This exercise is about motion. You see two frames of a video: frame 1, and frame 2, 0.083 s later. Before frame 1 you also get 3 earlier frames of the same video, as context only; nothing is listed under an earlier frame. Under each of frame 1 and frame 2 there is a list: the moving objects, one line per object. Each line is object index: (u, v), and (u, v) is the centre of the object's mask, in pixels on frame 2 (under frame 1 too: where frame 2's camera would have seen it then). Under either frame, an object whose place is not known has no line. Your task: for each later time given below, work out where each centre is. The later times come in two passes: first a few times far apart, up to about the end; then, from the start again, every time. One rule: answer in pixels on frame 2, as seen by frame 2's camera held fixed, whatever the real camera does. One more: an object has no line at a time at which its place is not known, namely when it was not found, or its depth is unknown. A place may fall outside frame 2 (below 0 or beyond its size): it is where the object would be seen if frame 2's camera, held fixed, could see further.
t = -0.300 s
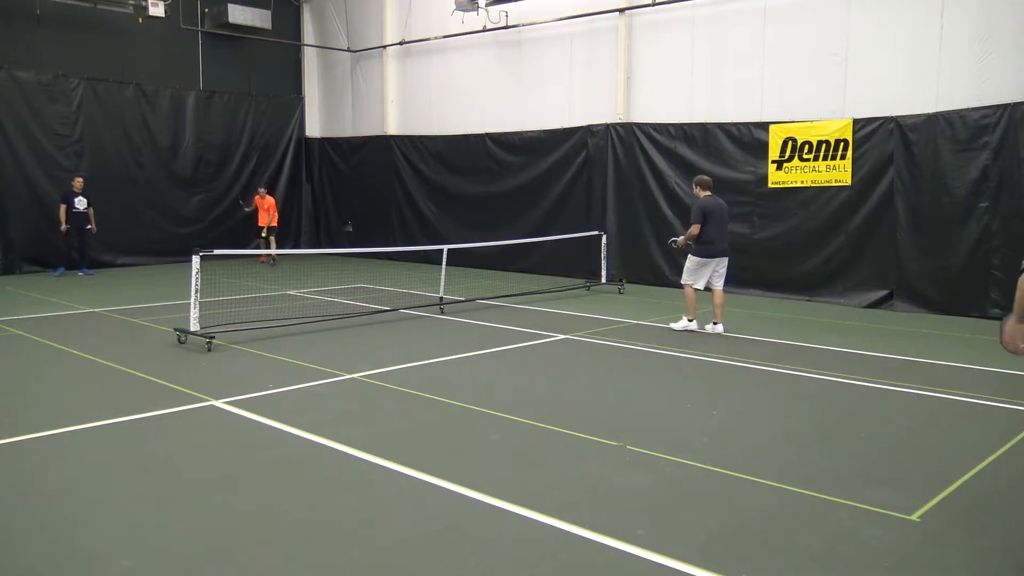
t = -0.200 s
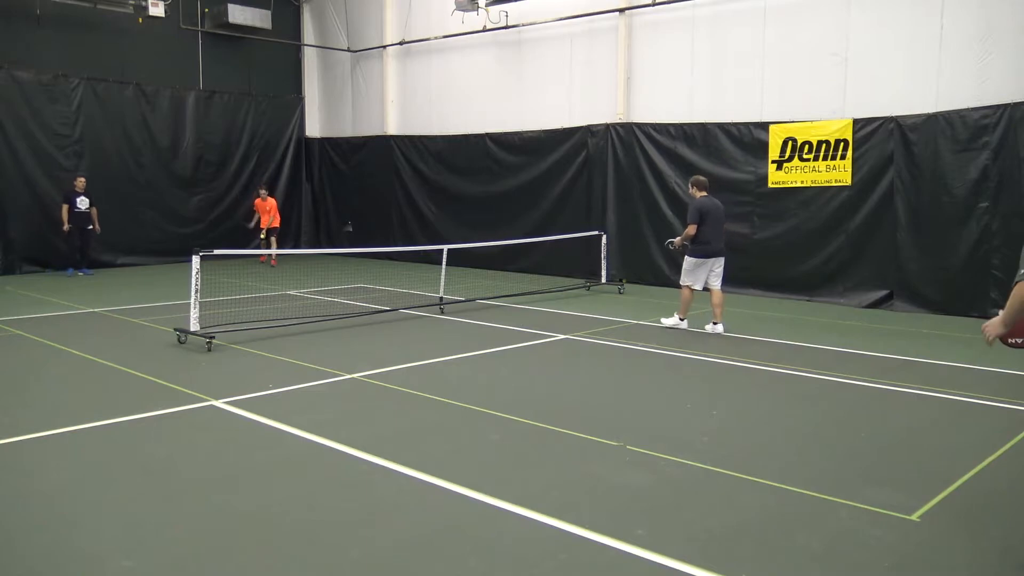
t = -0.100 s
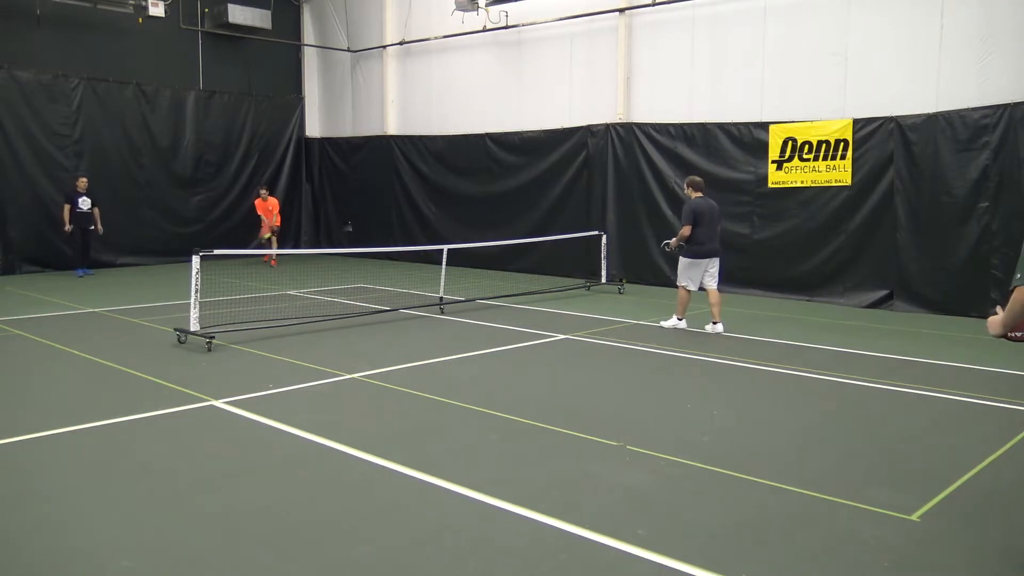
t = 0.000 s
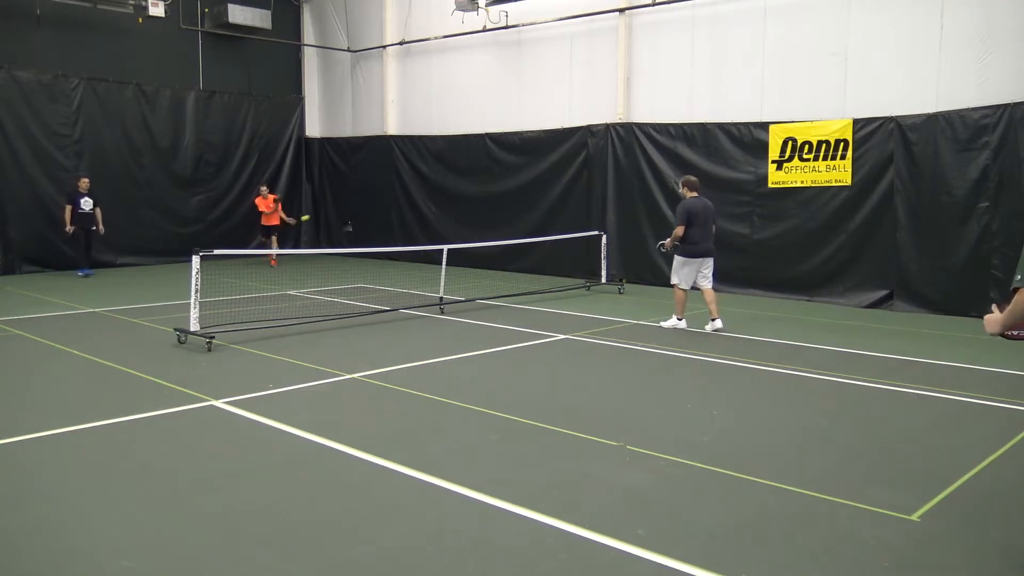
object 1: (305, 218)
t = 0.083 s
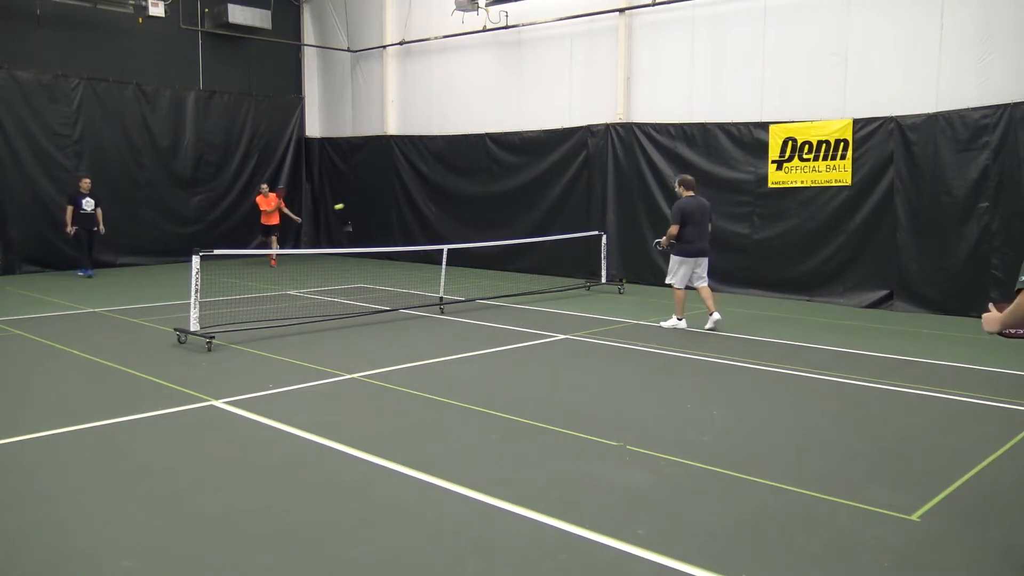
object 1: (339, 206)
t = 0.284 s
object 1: (432, 198)
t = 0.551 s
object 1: (595, 246)
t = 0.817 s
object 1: (828, 386)
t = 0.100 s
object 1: (346, 205)
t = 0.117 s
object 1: (353, 203)
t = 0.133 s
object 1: (360, 202)
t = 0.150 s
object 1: (368, 200)
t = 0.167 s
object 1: (375, 199)
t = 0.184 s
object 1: (383, 199)
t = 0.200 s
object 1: (391, 198)
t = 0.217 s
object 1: (399, 197)
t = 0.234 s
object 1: (407, 197)
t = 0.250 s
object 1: (415, 197)
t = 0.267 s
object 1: (424, 197)
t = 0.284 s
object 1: (432, 198)
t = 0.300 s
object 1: (441, 198)
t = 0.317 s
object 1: (450, 199)
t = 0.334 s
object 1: (459, 200)
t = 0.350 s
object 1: (468, 202)
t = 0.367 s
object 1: (478, 204)
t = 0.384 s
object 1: (488, 206)
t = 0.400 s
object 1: (497, 208)
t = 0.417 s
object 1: (508, 211)
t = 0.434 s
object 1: (518, 214)
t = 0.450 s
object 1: (528, 218)
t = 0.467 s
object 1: (539, 221)
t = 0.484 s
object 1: (550, 225)
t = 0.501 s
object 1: (561, 230)
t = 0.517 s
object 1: (573, 235)
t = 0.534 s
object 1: (585, 241)
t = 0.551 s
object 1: (595, 246)
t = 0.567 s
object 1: (611, 254)
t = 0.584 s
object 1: (622, 260)
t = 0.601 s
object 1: (635, 267)
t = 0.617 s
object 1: (648, 275)
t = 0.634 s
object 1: (661, 283)
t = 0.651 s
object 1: (675, 292)
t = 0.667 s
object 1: (690, 303)
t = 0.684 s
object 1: (705, 313)
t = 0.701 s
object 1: (720, 324)
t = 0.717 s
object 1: (735, 335)
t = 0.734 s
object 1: (751, 348)
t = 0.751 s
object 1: (767, 360)
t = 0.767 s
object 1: (786, 375)
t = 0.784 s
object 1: (802, 389)
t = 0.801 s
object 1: (816, 390)
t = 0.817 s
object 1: (828, 386)
